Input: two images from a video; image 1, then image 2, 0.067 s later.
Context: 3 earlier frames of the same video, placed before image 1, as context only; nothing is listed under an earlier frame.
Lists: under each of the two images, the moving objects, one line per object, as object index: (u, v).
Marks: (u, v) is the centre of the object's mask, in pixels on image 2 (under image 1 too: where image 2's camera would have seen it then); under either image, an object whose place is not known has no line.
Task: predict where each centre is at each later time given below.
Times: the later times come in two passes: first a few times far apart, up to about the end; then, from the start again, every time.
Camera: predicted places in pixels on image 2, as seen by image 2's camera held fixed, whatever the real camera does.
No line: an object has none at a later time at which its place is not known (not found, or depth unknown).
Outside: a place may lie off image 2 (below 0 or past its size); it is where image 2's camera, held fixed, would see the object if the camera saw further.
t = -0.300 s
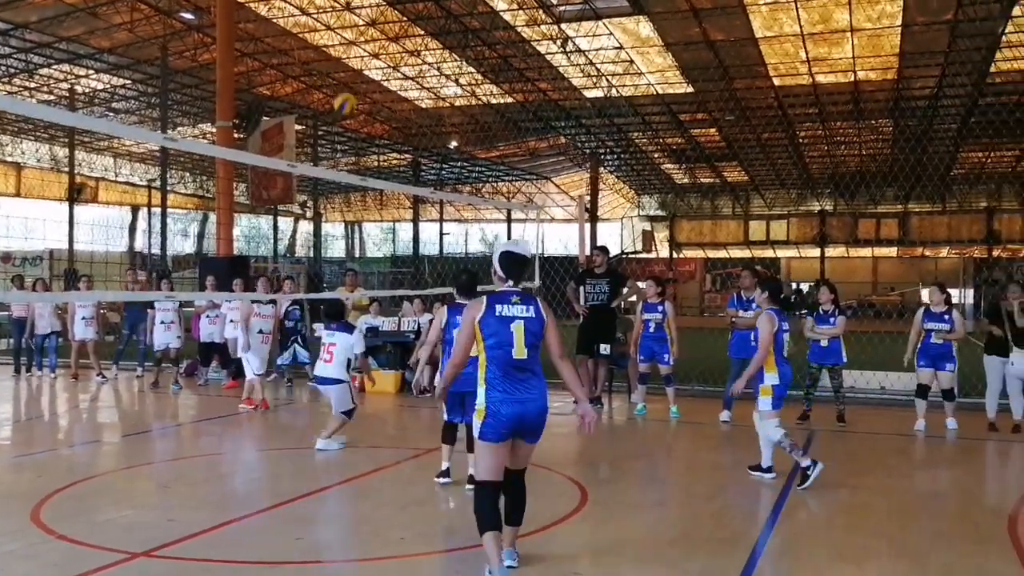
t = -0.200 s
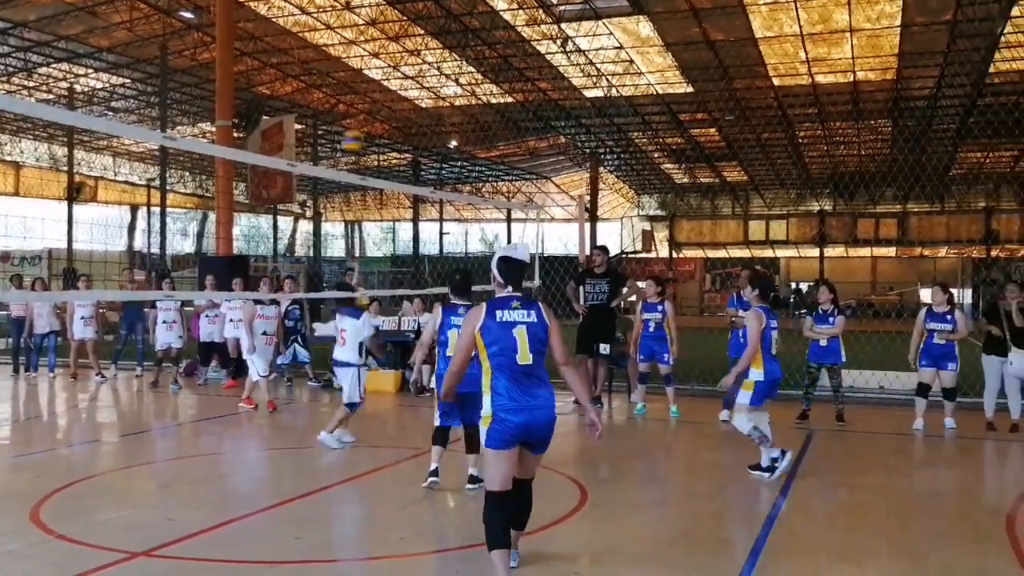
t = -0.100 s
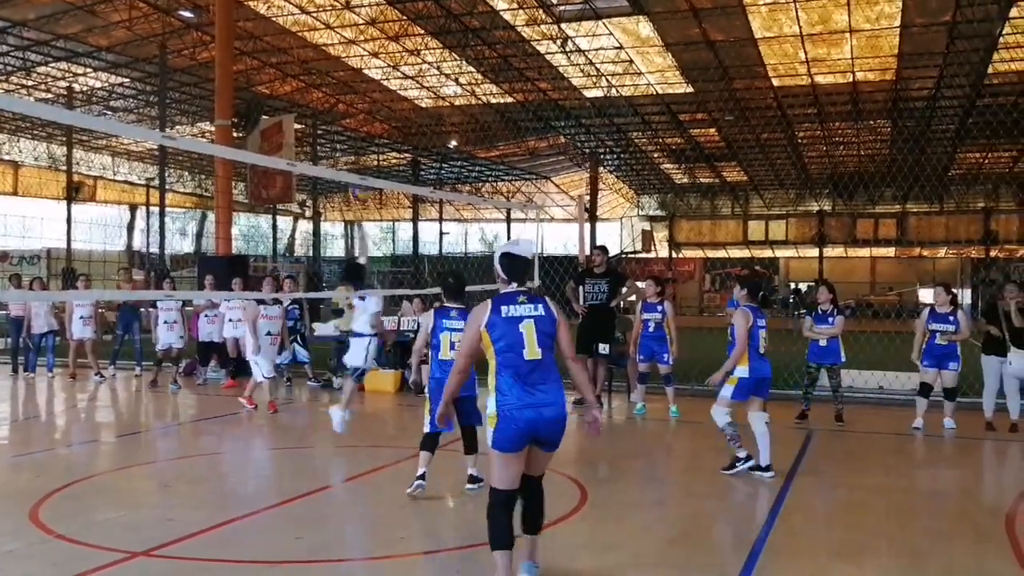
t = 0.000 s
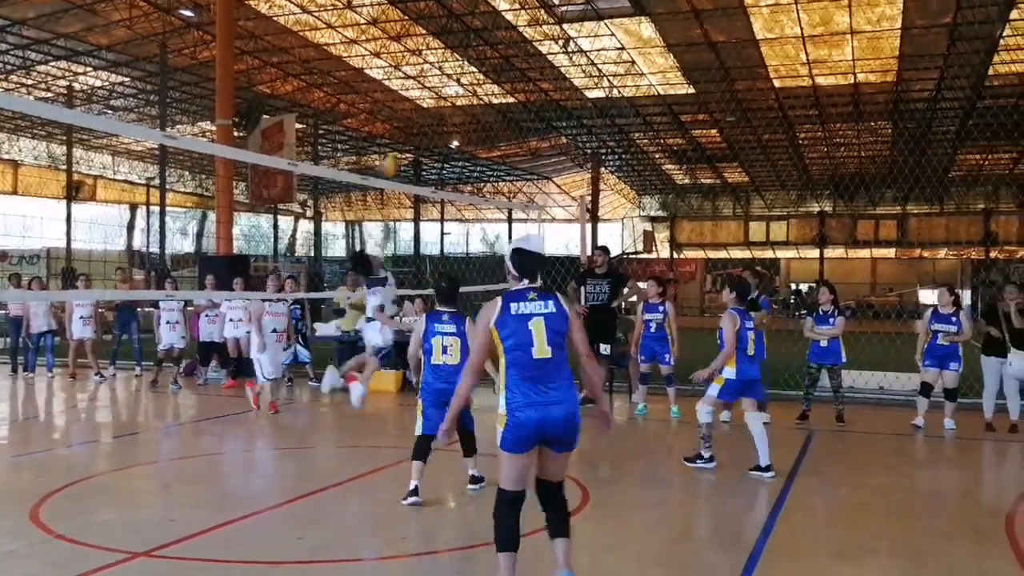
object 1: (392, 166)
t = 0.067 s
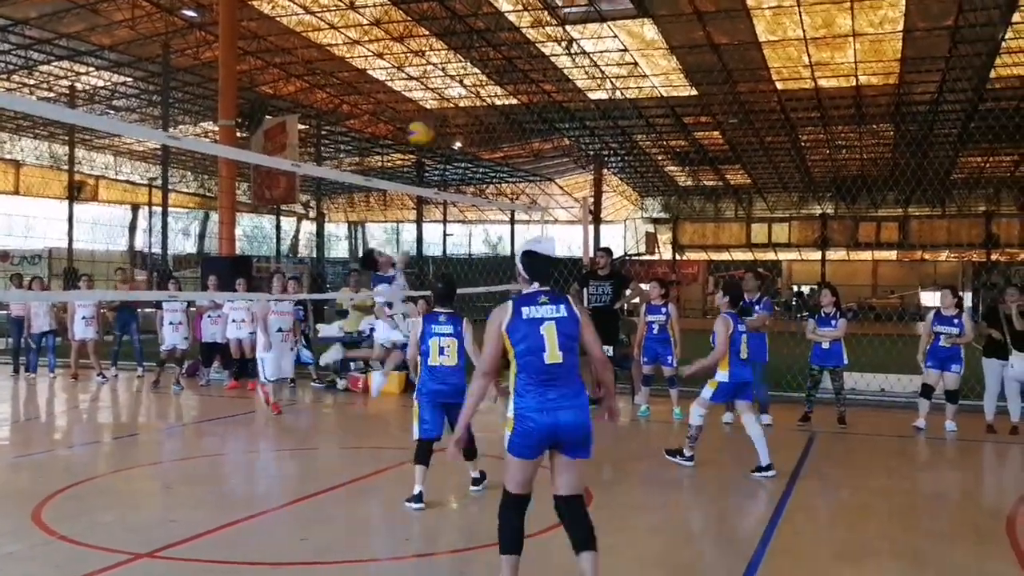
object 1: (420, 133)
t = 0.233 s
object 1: (494, 66)
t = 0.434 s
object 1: (598, 21)
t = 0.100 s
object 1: (435, 118)
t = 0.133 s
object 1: (447, 103)
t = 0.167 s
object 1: (464, 89)
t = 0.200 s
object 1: (480, 75)
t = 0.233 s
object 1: (494, 66)
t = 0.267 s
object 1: (507, 57)
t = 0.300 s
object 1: (527, 46)
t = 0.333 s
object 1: (543, 40)
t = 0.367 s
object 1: (561, 33)
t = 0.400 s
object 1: (579, 29)
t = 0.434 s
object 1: (598, 21)
